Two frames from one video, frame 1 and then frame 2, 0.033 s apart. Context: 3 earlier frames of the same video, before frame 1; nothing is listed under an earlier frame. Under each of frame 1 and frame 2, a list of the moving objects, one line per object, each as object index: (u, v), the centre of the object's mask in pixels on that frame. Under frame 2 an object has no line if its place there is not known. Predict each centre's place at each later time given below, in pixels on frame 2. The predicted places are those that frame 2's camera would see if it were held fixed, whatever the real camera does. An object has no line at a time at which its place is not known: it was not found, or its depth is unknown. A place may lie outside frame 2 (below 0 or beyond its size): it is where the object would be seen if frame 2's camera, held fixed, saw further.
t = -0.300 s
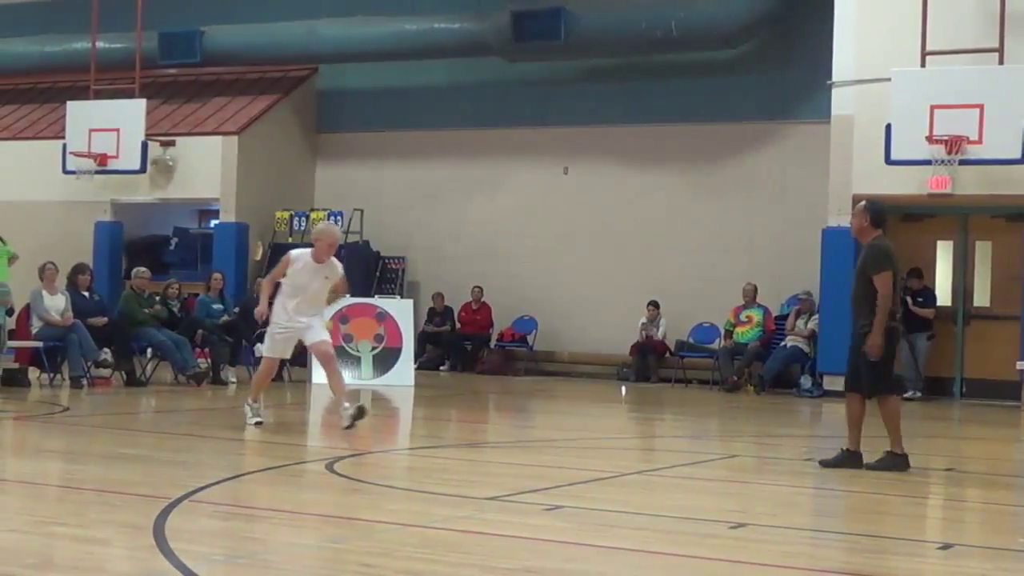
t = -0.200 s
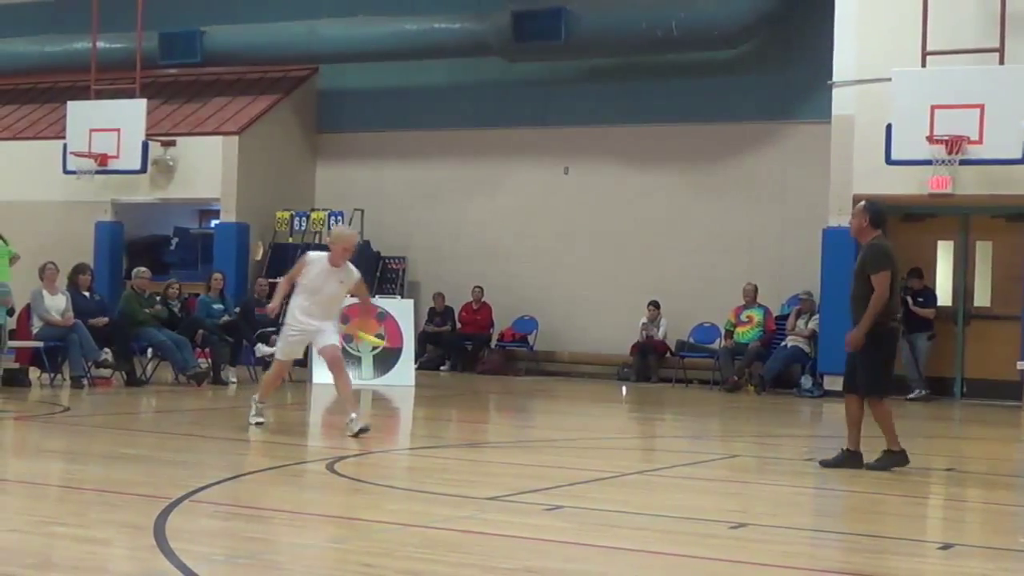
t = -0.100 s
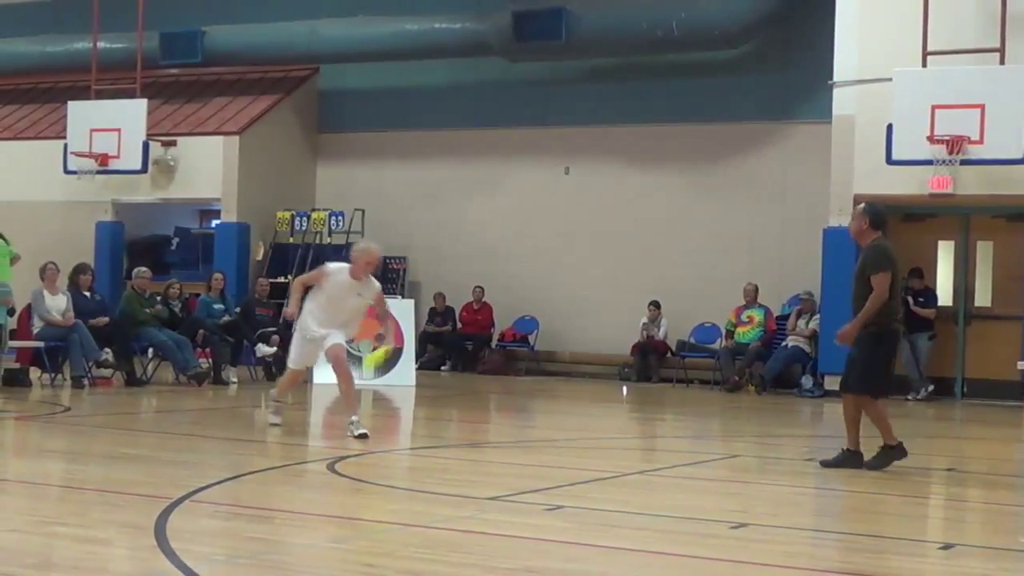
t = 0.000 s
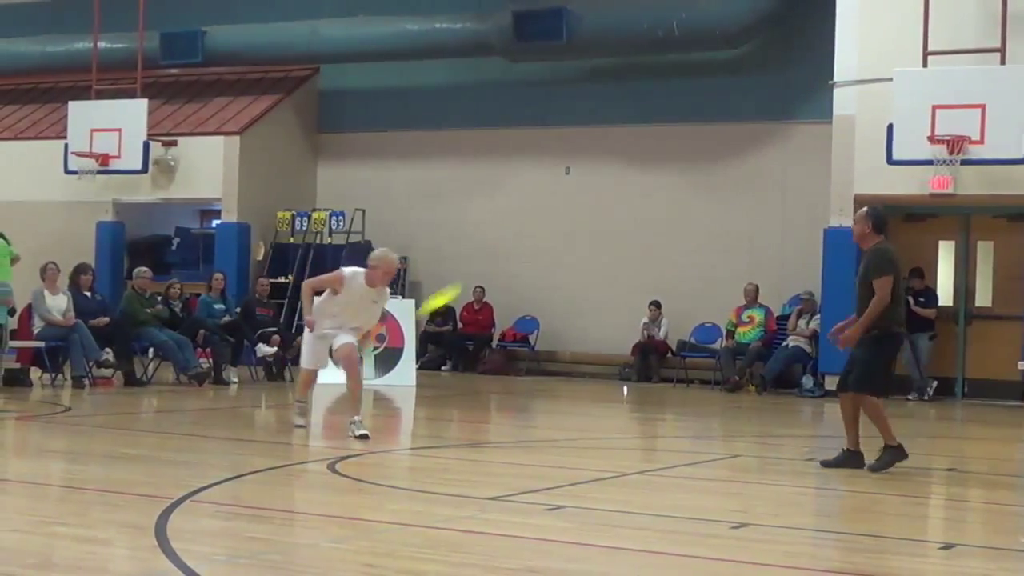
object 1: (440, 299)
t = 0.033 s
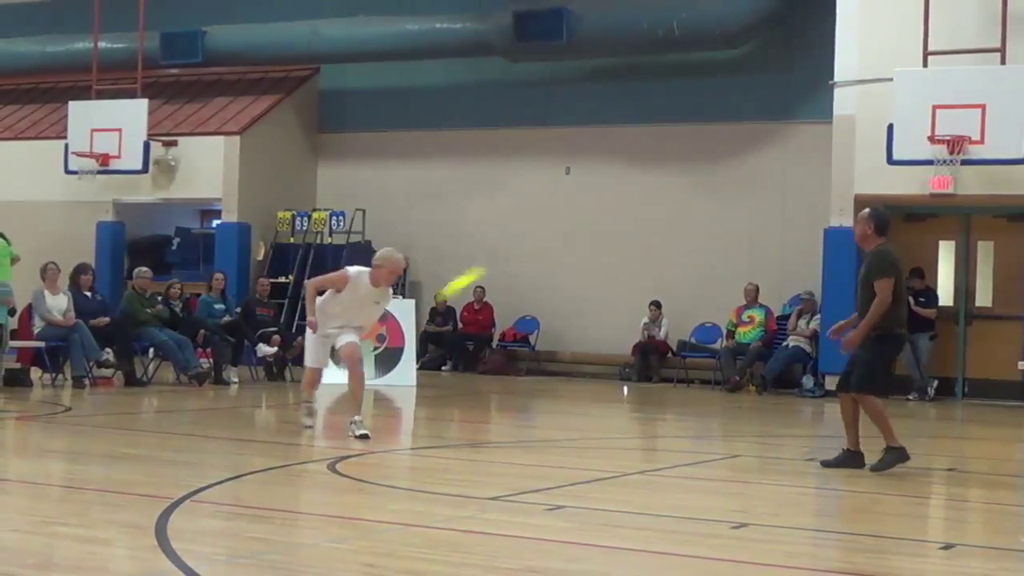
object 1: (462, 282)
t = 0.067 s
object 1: (483, 268)
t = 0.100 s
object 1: (506, 249)
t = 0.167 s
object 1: (558, 214)
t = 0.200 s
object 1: (583, 207)
